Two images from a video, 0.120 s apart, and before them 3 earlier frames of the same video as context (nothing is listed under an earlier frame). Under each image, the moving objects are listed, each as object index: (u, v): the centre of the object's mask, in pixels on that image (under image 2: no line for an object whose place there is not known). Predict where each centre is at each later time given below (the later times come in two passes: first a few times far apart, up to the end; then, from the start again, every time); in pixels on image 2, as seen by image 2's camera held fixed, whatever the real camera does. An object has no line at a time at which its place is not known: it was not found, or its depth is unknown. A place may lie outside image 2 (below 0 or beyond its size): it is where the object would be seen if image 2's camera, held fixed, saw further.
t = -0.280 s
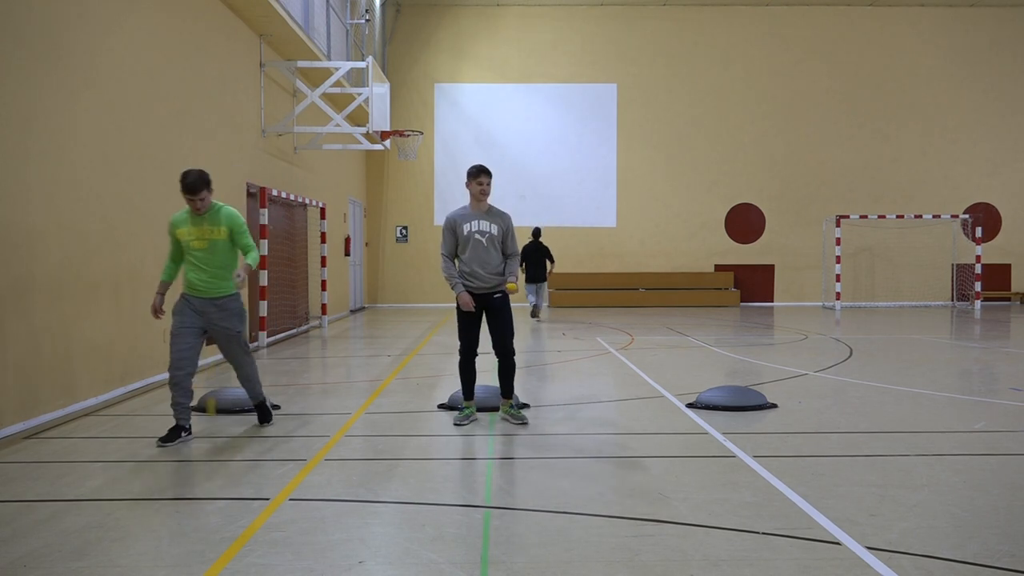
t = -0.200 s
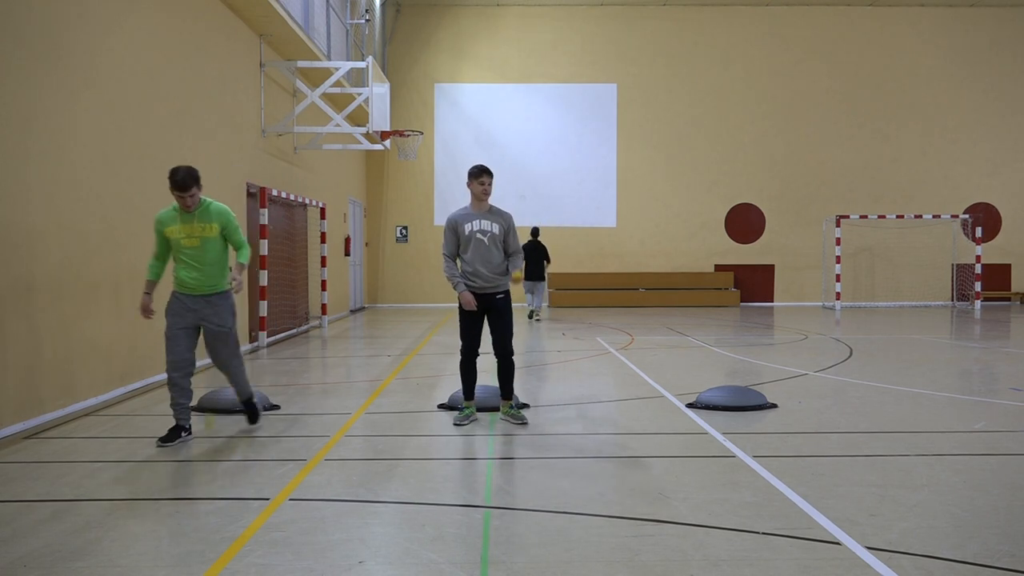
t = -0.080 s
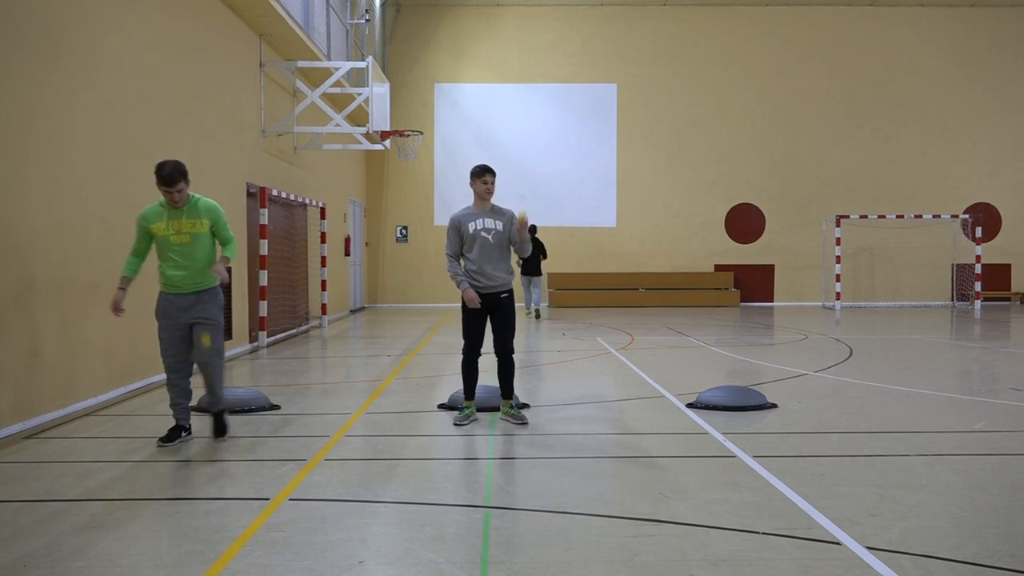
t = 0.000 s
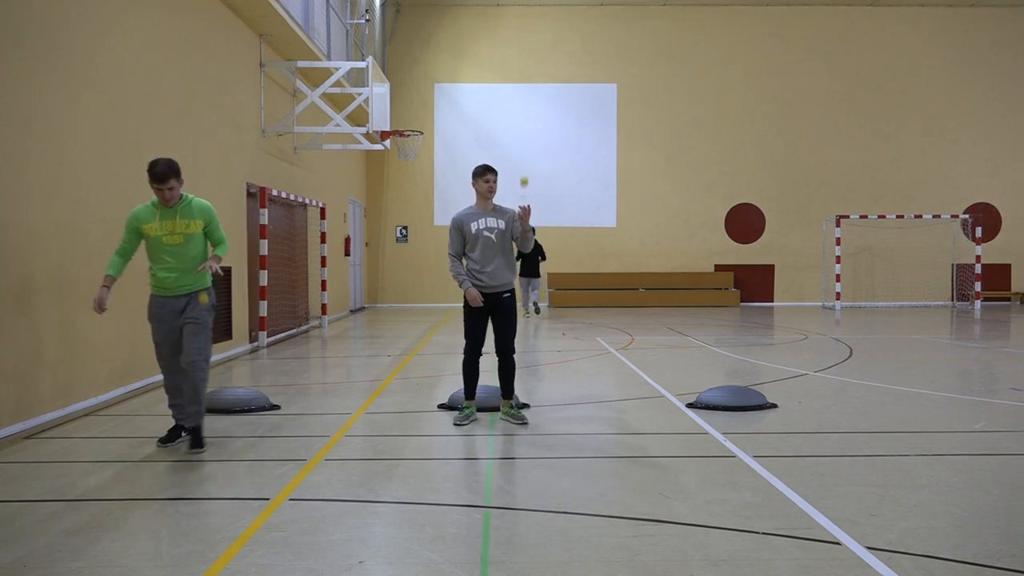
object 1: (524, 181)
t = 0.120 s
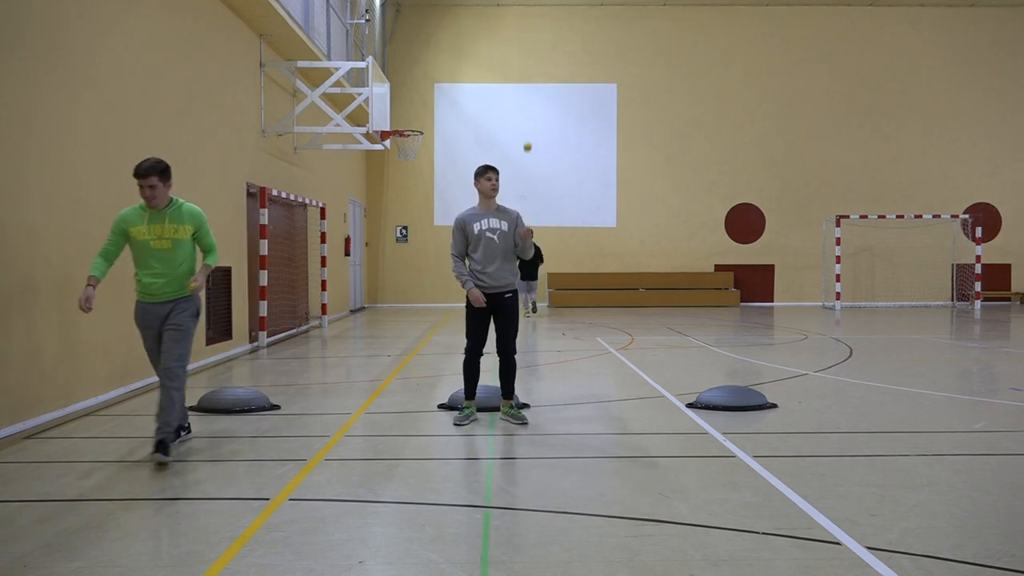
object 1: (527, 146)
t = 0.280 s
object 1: (532, 134)
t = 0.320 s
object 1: (533, 137)
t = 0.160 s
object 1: (529, 140)
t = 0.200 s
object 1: (529, 136)
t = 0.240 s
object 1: (531, 134)
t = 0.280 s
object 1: (532, 134)
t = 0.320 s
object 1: (533, 137)
